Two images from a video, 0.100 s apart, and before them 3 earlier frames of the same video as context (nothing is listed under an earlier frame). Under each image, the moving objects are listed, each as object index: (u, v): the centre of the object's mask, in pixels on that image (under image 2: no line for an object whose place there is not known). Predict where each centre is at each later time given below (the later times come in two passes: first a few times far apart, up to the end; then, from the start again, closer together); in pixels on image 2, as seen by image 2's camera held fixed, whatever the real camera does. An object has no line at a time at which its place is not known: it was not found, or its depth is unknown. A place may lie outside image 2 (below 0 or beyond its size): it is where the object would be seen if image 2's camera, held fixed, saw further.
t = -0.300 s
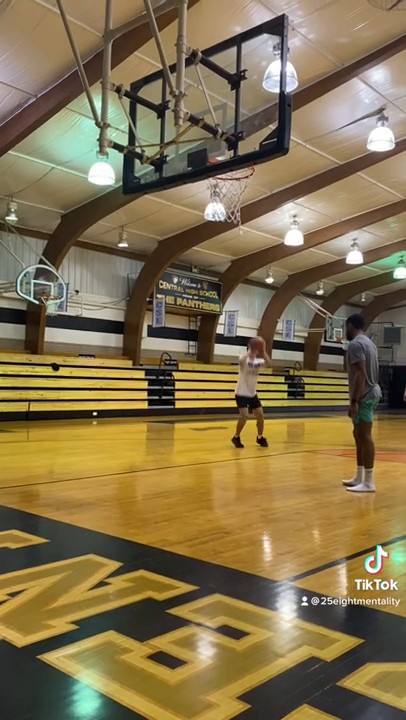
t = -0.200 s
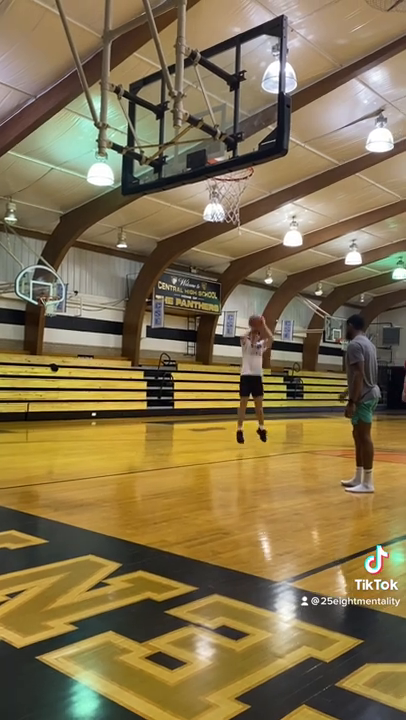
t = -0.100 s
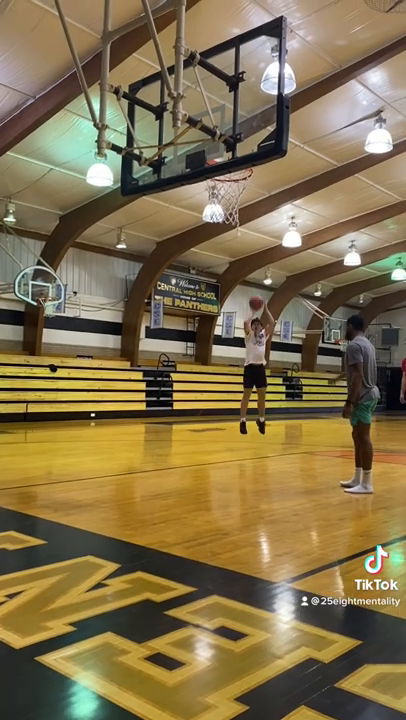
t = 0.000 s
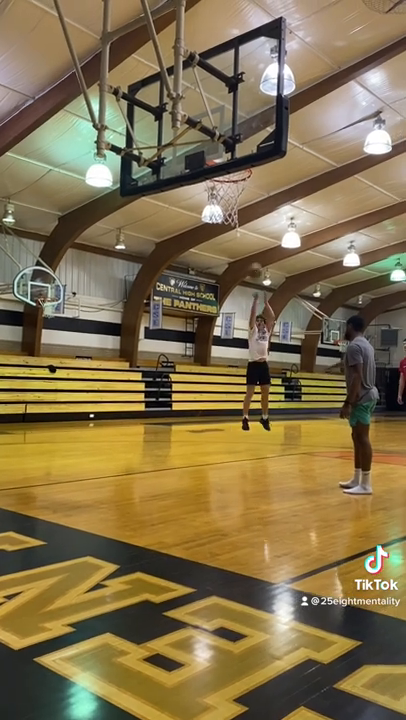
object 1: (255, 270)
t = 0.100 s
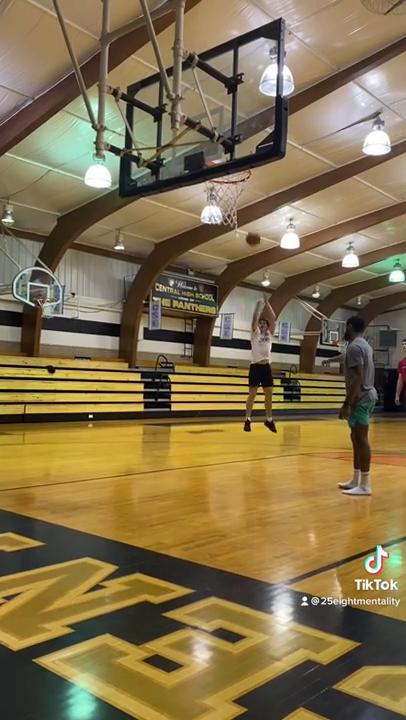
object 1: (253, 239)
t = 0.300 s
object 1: (251, 181)
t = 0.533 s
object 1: (245, 138)
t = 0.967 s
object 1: (225, 178)
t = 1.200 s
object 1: (216, 229)
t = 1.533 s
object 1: (202, 415)
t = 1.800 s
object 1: (203, 408)
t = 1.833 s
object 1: (204, 389)
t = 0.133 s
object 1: (252, 228)
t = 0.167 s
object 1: (252, 217)
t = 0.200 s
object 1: (251, 207)
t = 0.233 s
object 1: (250, 197)
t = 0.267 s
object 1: (250, 190)
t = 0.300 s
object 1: (251, 181)
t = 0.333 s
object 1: (249, 175)
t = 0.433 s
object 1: (245, 150)
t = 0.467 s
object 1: (246, 147)
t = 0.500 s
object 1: (246, 143)
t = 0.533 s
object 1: (245, 138)
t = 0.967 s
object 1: (225, 178)
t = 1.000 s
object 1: (224, 182)
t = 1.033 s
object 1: (220, 189)
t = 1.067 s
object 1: (219, 199)
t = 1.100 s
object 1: (218, 204)
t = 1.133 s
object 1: (217, 211)
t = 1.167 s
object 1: (217, 221)
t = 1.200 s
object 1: (216, 229)
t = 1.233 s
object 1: (214, 239)
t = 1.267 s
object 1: (213, 253)
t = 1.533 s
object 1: (202, 415)
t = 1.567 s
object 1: (200, 445)
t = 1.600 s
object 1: (199, 478)
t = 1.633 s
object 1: (196, 512)
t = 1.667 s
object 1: (197, 504)
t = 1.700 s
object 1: (199, 476)
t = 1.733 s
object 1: (200, 451)
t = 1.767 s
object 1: (202, 429)
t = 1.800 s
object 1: (203, 408)
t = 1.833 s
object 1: (204, 389)
